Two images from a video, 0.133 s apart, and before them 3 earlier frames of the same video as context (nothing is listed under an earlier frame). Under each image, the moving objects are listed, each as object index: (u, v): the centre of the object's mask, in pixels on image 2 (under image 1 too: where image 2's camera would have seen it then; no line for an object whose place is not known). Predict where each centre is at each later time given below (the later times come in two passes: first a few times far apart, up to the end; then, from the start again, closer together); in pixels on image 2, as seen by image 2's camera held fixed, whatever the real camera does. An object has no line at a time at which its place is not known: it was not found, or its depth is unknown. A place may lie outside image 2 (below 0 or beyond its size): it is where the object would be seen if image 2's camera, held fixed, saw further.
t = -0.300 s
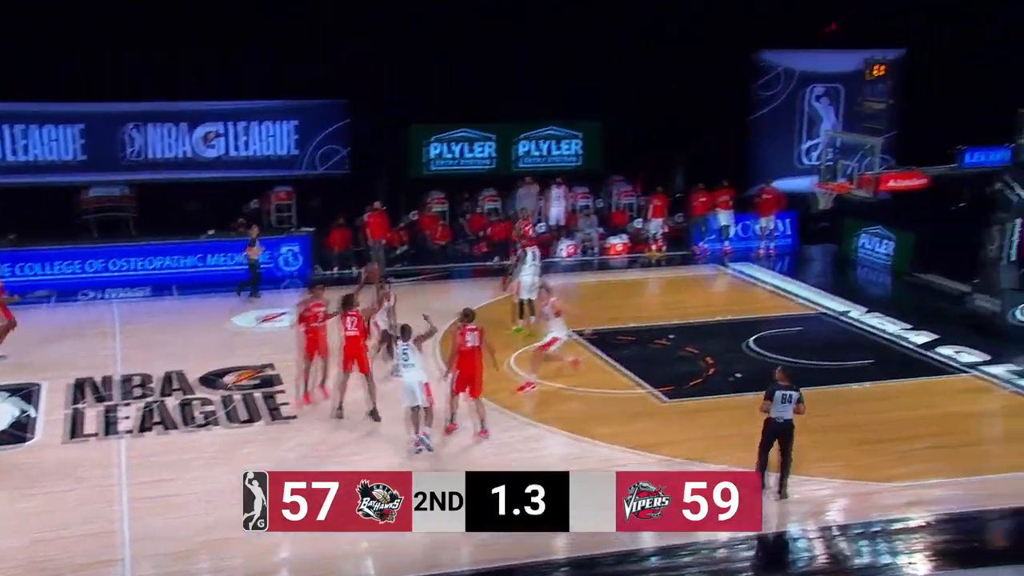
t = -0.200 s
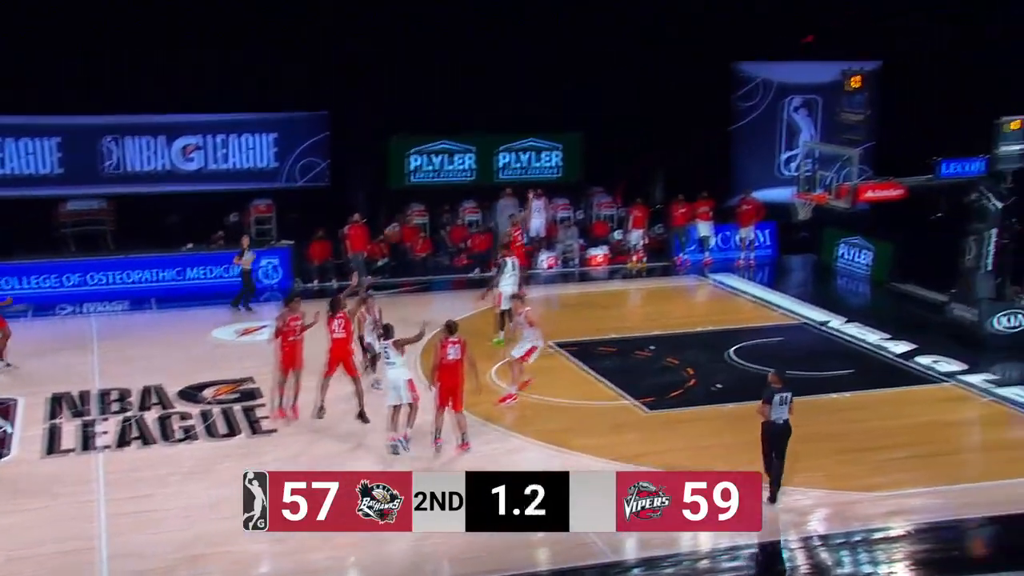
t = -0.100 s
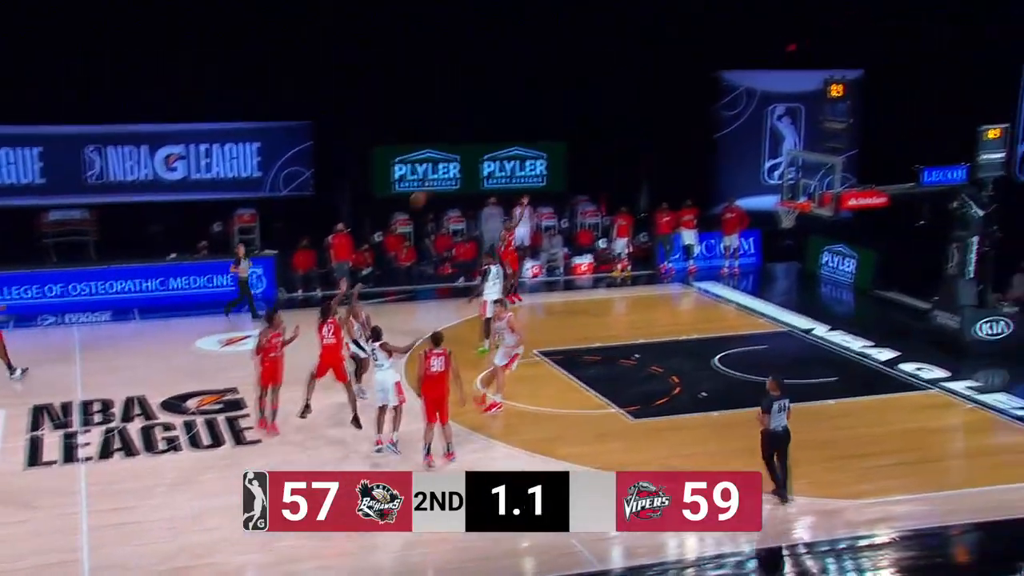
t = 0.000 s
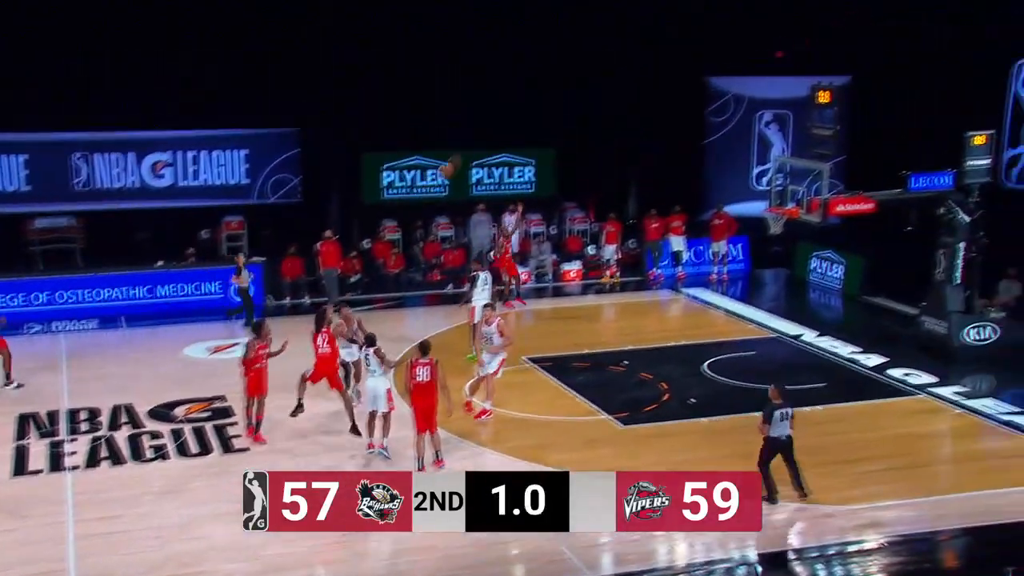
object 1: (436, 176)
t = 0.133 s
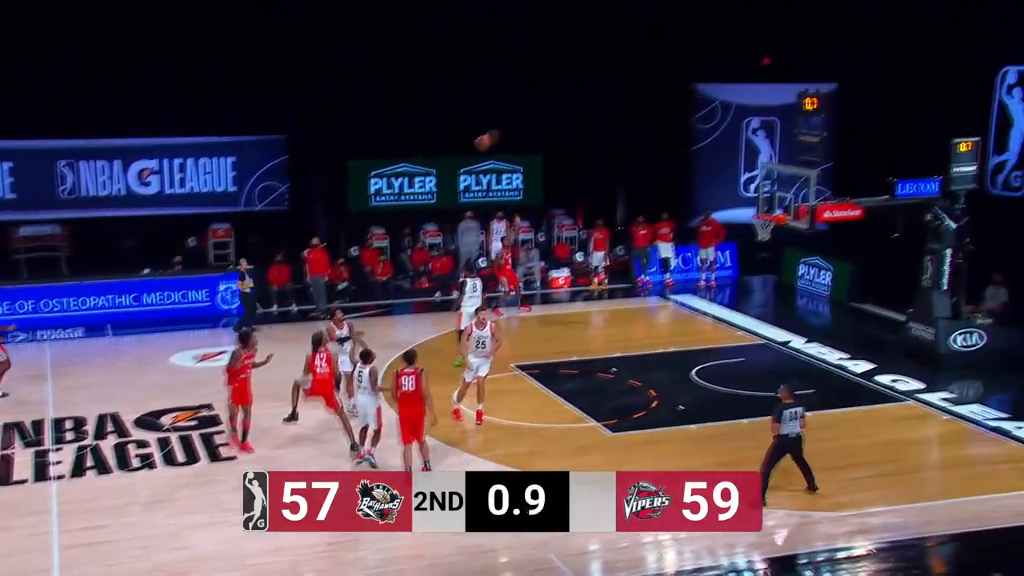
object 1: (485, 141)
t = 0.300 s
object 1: (543, 114)
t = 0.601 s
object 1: (635, 109)
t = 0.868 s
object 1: (708, 145)
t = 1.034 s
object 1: (747, 184)
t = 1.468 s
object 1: (758, 235)
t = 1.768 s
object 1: (777, 276)
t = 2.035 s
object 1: (792, 354)
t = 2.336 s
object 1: (805, 320)
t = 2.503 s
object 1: (810, 303)
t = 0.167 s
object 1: (498, 134)
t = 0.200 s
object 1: (509, 128)
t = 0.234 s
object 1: (522, 121)
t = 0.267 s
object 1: (532, 118)
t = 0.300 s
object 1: (543, 114)
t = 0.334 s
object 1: (554, 111)
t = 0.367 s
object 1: (564, 108)
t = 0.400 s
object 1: (574, 106)
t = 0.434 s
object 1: (585, 105)
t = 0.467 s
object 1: (596, 105)
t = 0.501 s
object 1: (605, 105)
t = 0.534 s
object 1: (616, 105)
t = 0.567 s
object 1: (625, 107)
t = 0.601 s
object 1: (635, 109)
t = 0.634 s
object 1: (645, 111)
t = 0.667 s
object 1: (654, 114)
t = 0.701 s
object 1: (664, 118)
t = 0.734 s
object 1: (673, 123)
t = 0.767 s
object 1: (682, 127)
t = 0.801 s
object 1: (690, 132)
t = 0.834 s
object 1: (699, 138)
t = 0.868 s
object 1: (708, 145)
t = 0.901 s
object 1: (716, 151)
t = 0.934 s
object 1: (725, 159)
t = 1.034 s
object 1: (747, 184)
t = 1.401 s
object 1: (754, 228)
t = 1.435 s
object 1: (755, 232)
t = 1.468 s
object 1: (758, 235)
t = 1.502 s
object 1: (760, 235)
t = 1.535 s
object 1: (763, 241)
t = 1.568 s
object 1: (766, 245)
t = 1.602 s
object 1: (767, 248)
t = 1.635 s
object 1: (768, 251)
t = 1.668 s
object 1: (770, 257)
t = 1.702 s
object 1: (772, 263)
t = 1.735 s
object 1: (775, 270)
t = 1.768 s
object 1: (777, 276)
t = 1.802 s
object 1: (780, 284)
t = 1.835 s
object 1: (781, 292)
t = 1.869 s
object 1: (783, 302)
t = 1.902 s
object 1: (785, 310)
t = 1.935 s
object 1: (786, 320)
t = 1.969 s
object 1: (788, 326)
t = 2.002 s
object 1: (787, 338)
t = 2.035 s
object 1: (792, 354)
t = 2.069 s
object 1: (793, 364)
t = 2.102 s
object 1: (794, 365)
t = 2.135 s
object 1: (795, 363)
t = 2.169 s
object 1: (798, 348)
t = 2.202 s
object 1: (798, 343)
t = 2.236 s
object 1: (800, 338)
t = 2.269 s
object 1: (802, 330)
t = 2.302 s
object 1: (803, 327)
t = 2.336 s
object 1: (805, 320)
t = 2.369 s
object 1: (806, 317)
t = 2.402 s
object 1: (808, 311)
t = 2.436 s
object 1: (809, 307)
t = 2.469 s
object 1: (810, 305)
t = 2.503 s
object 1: (810, 303)
